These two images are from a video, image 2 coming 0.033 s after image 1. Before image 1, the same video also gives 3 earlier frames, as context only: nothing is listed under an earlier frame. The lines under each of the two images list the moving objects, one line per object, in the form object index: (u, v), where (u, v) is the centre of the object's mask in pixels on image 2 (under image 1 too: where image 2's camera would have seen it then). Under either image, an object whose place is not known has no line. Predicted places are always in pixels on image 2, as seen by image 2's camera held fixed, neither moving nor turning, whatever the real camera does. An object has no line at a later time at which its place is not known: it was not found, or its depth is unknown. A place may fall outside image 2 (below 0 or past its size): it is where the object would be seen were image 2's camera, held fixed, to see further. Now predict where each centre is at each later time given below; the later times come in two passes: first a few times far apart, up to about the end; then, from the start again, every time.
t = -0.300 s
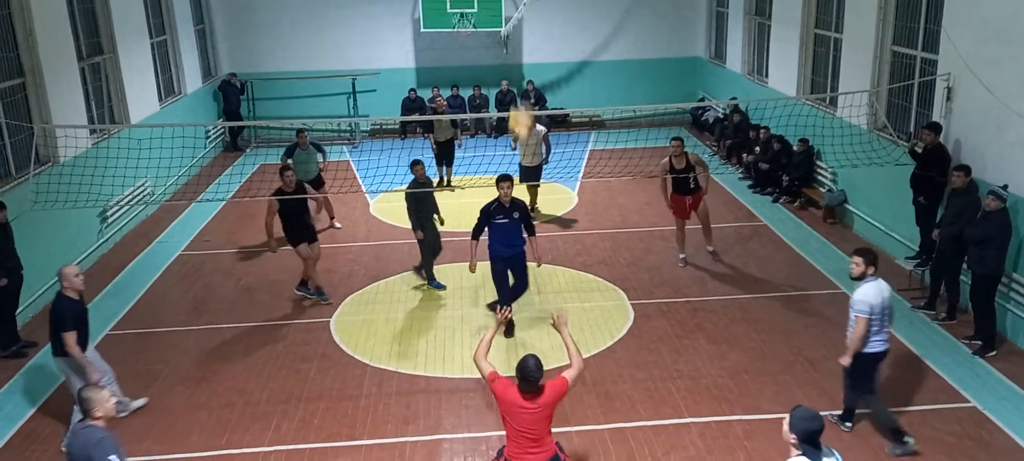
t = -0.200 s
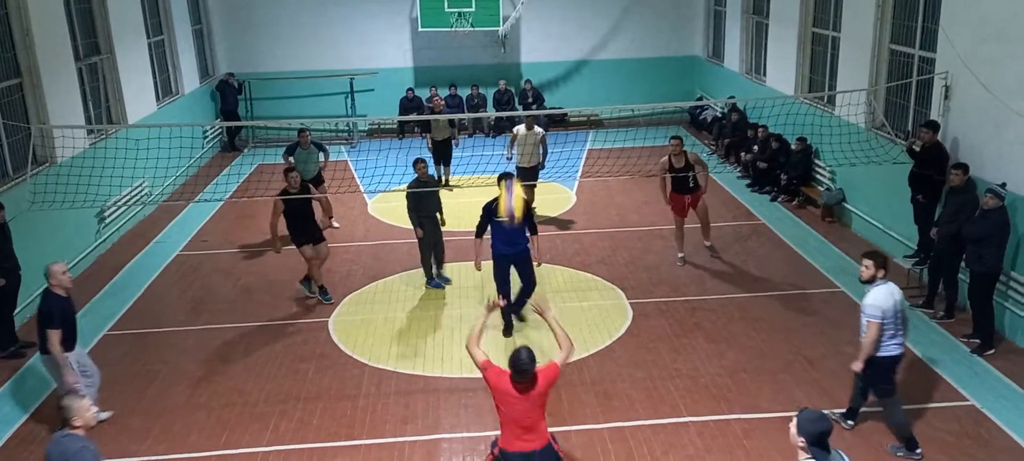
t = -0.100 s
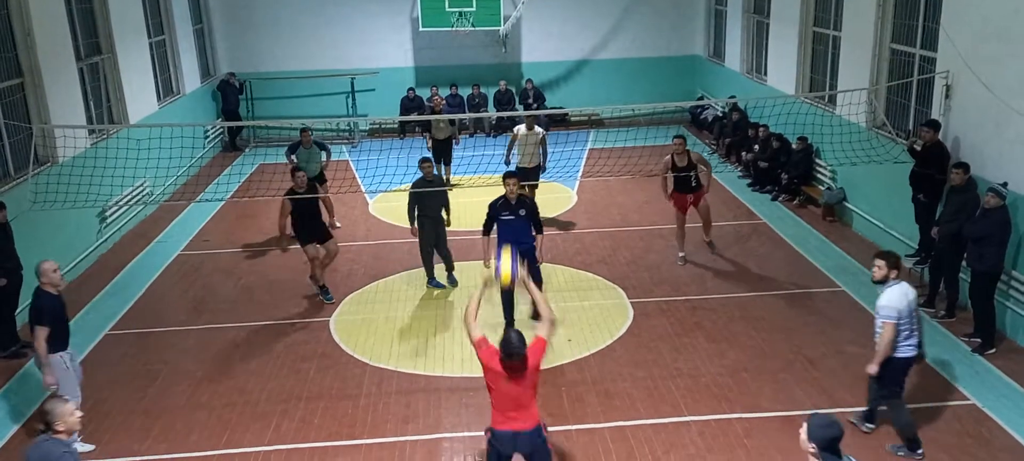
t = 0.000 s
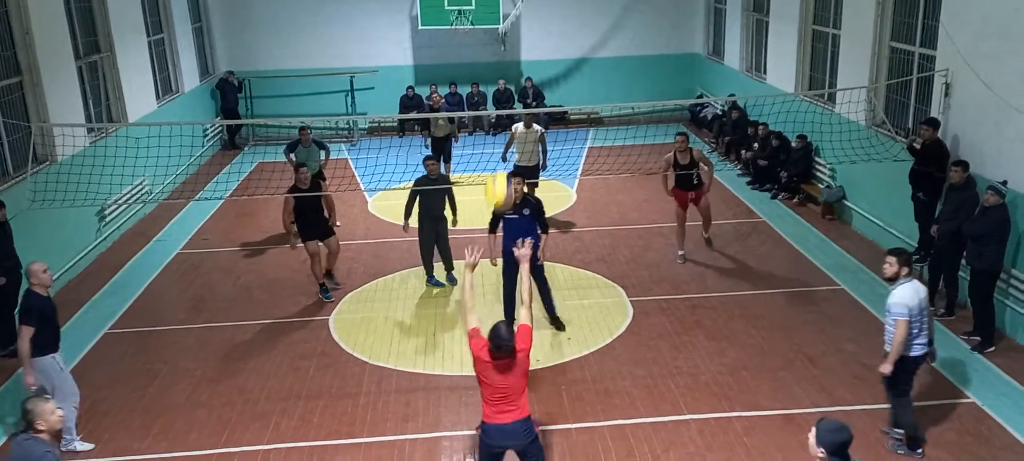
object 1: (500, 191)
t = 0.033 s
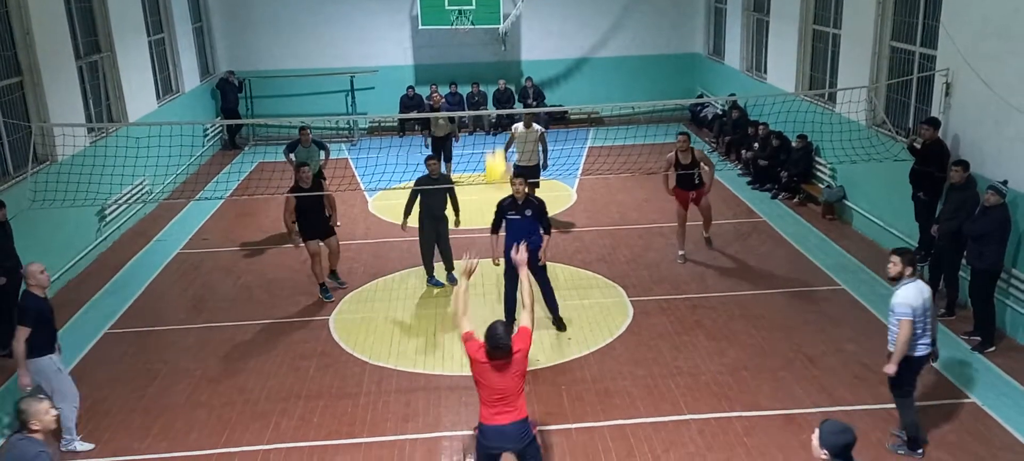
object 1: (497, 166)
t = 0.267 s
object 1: (490, 64)
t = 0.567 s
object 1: (485, 46)
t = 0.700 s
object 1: (486, 71)
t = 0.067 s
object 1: (497, 146)
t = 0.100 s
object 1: (496, 128)
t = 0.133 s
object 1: (494, 113)
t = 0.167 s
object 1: (494, 96)
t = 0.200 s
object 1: (493, 83)
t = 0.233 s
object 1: (490, 74)
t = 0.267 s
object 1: (490, 64)
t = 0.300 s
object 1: (489, 56)
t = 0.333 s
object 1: (488, 51)
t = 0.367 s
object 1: (487, 46)
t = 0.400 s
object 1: (487, 43)
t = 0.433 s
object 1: (487, 42)
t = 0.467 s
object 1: (487, 41)
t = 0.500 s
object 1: (486, 41)
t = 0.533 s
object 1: (485, 43)
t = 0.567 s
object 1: (485, 46)
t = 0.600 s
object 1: (486, 51)
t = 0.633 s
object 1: (485, 56)
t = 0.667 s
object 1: (486, 64)
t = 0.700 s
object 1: (486, 71)
